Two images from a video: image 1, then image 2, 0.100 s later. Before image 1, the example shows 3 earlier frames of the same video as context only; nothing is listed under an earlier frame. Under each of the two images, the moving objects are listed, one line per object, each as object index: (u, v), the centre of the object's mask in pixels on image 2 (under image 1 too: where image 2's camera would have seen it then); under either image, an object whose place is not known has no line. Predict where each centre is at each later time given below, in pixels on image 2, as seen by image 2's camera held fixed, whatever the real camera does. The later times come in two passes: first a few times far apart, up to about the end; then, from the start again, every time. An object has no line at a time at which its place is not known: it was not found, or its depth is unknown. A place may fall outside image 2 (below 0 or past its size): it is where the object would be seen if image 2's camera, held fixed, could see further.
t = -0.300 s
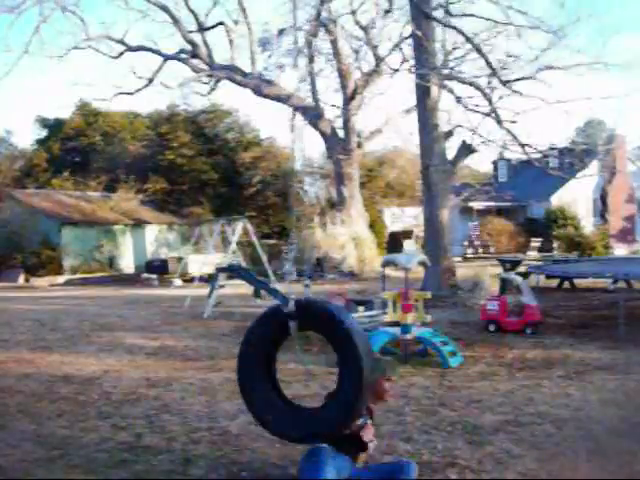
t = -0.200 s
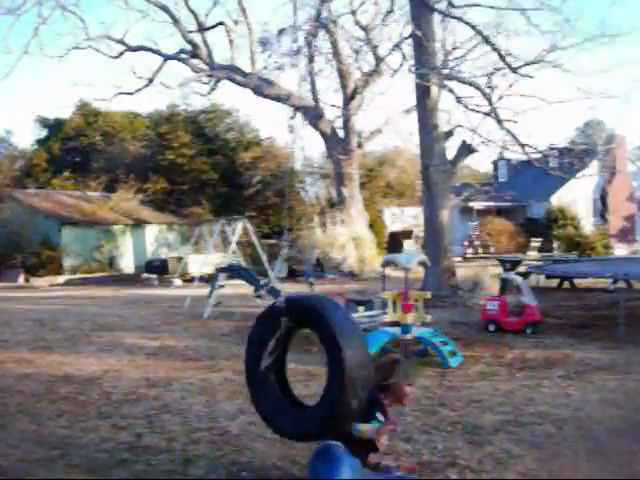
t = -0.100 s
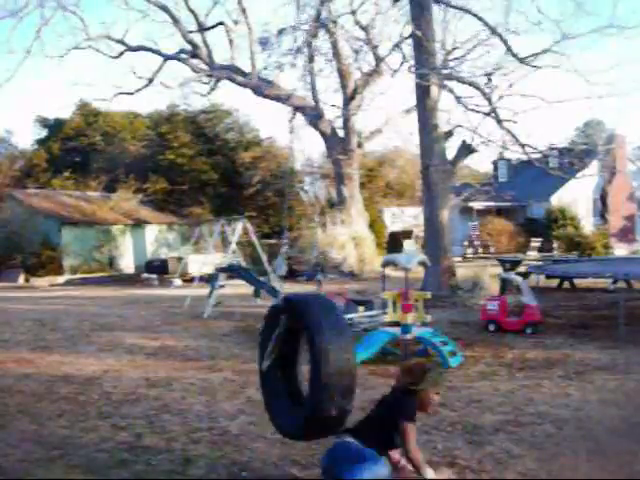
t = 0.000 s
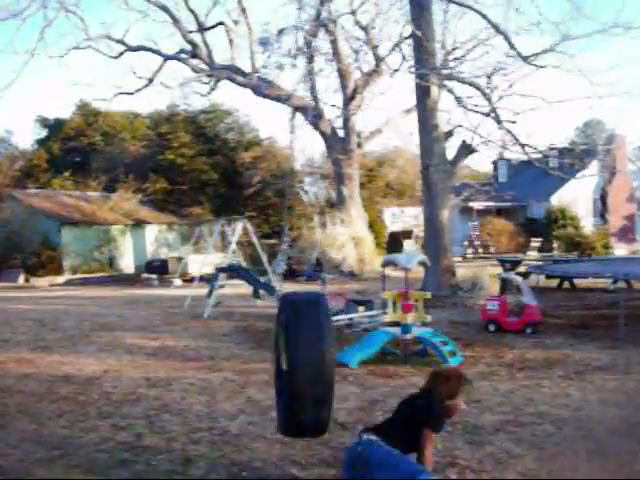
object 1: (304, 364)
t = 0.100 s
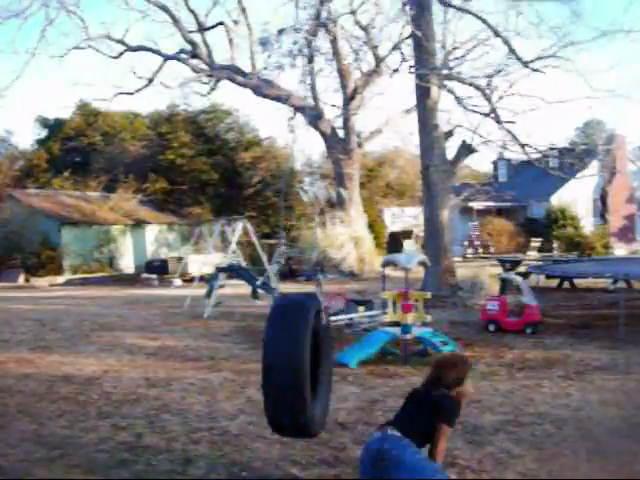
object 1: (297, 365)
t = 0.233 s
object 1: (296, 367)
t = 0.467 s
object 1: (297, 360)
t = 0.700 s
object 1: (302, 355)
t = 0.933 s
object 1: (309, 356)
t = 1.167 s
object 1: (307, 361)
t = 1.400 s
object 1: (305, 363)
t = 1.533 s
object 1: (305, 366)
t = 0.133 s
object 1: (296, 366)
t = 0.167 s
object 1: (296, 367)
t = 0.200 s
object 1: (295, 367)
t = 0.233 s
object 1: (296, 367)
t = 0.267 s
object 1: (296, 366)
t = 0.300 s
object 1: (296, 365)
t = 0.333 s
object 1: (296, 364)
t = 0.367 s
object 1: (297, 363)
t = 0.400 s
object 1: (297, 362)
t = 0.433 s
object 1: (297, 361)
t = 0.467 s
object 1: (297, 360)
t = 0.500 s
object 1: (297, 360)
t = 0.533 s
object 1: (297, 359)
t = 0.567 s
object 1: (297, 358)
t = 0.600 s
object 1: (298, 357)
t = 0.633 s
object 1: (299, 356)
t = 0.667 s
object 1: (300, 356)
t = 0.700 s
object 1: (302, 355)
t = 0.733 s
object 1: (303, 354)
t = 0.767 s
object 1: (305, 354)
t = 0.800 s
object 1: (306, 353)
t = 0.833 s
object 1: (307, 353)
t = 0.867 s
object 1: (308, 354)
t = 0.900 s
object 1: (309, 355)
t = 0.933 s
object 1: (309, 356)
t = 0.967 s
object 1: (310, 357)
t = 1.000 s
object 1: (310, 358)
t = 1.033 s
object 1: (310, 359)
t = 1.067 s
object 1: (308, 359)
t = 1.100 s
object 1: (307, 360)
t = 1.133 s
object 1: (307, 360)
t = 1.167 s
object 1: (307, 361)
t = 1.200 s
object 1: (306, 362)
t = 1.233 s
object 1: (306, 362)
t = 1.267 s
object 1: (306, 362)
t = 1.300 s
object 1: (305, 362)
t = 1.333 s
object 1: (305, 362)
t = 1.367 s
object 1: (305, 363)
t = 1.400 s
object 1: (305, 363)
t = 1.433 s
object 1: (305, 364)
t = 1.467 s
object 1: (305, 365)
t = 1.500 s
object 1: (305, 365)
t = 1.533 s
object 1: (305, 366)
